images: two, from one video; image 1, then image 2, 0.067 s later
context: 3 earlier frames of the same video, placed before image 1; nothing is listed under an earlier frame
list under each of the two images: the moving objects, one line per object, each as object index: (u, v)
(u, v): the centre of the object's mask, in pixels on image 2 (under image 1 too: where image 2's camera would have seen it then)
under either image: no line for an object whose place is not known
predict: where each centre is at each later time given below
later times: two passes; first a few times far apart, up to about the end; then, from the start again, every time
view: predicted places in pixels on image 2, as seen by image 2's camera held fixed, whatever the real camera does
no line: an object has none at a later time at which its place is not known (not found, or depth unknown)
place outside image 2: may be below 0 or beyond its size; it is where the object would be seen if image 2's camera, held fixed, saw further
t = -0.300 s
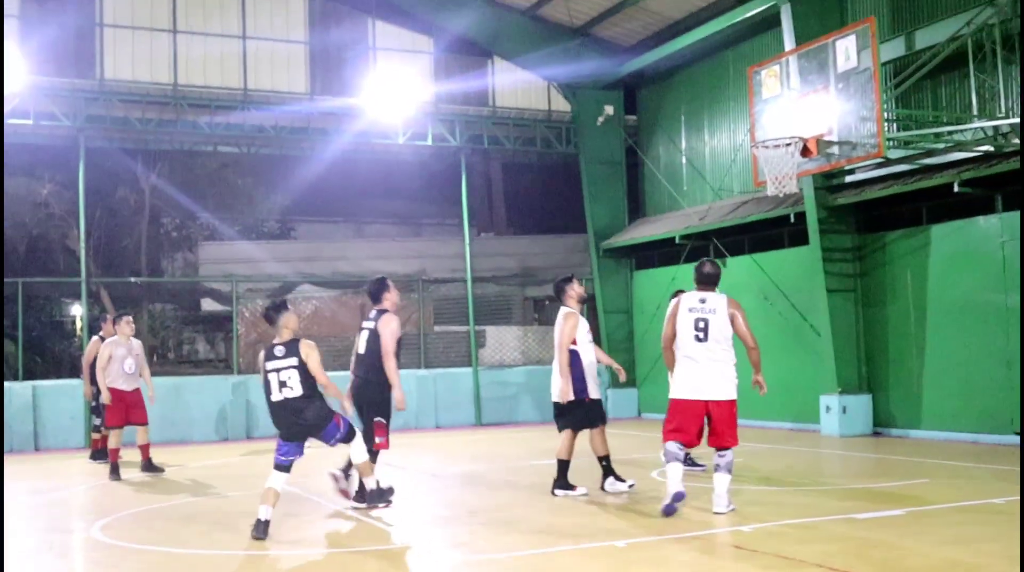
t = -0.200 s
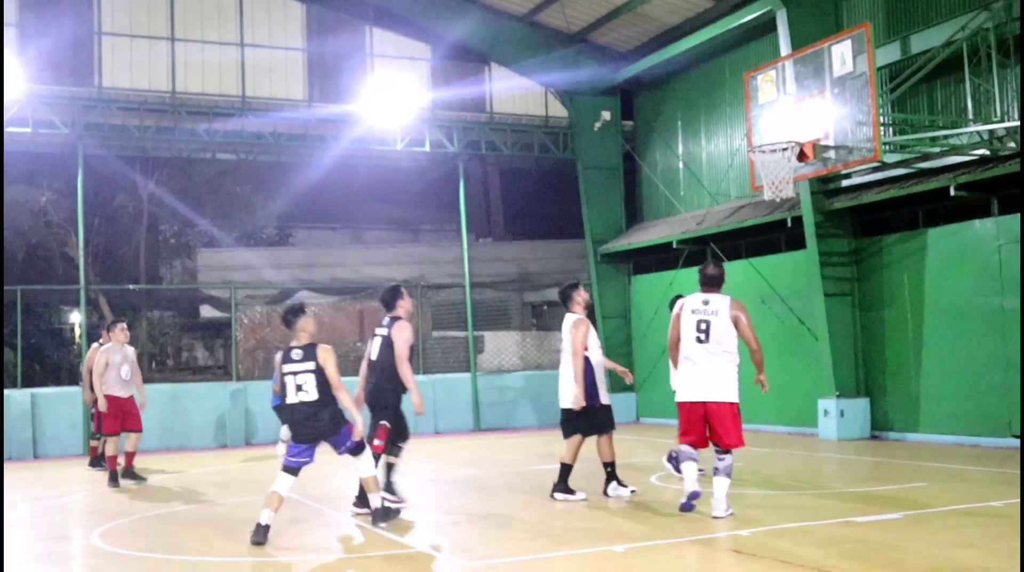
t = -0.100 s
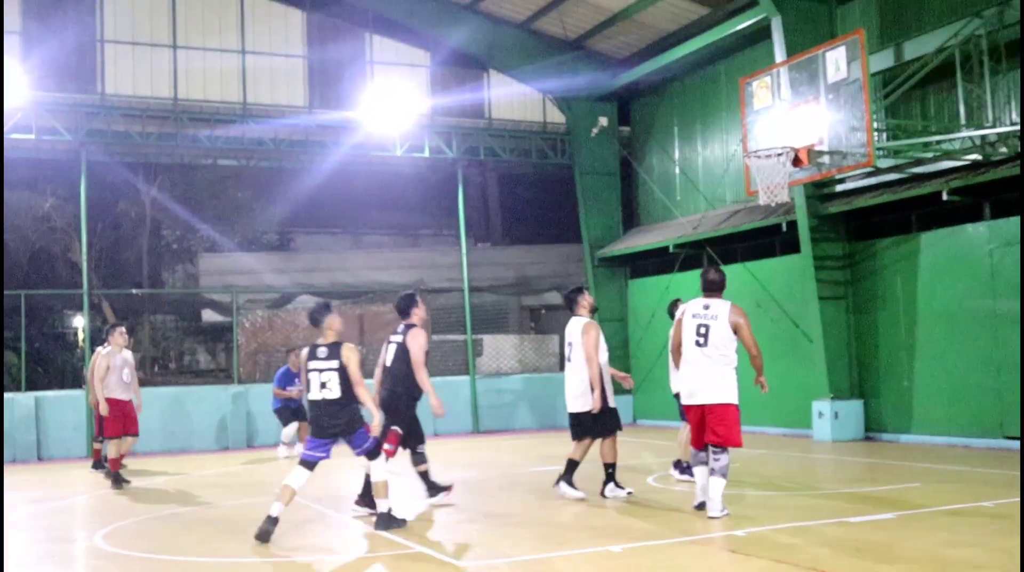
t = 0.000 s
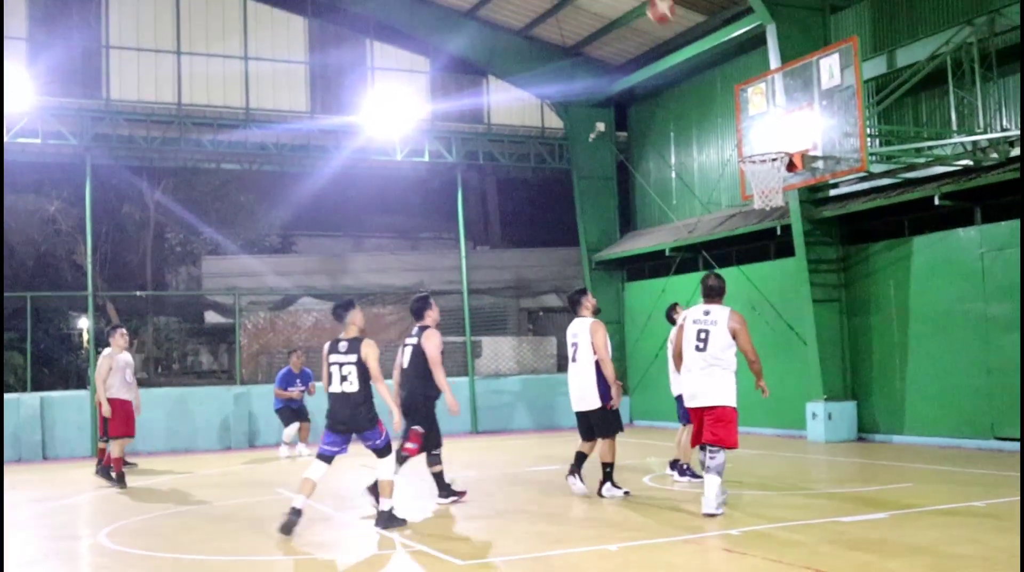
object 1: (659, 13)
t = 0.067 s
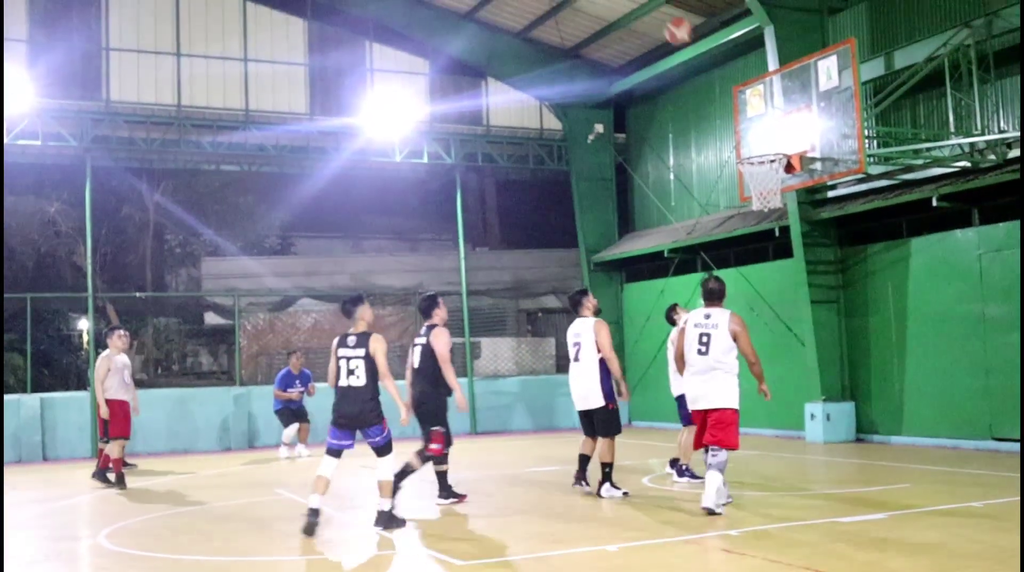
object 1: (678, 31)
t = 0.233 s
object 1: (723, 98)
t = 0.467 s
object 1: (769, 145)
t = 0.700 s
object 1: (765, 131)
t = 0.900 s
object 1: (761, 147)
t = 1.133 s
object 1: (758, 141)
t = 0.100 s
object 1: (688, 42)
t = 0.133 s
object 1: (697, 55)
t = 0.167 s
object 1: (706, 68)
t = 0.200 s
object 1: (715, 82)
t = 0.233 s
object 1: (723, 98)
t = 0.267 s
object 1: (732, 114)
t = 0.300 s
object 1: (741, 130)
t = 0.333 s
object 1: (751, 147)
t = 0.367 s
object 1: (755, 146)
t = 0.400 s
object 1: (759, 144)
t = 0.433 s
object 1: (764, 145)
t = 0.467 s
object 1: (769, 145)
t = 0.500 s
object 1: (773, 147)
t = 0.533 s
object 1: (772, 143)
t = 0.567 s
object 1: (770, 139)
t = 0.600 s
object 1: (769, 135)
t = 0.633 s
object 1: (767, 132)
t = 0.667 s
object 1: (766, 131)
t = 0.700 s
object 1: (765, 131)
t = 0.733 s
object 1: (764, 131)
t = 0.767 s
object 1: (764, 133)
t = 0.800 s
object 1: (763, 137)
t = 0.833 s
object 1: (762, 141)
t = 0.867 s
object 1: (762, 146)
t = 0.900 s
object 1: (761, 147)
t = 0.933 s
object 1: (760, 143)
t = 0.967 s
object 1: (759, 140)
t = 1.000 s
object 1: (759, 138)
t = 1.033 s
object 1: (759, 137)
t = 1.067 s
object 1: (758, 137)
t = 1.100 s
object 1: (758, 139)
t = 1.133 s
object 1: (758, 141)
